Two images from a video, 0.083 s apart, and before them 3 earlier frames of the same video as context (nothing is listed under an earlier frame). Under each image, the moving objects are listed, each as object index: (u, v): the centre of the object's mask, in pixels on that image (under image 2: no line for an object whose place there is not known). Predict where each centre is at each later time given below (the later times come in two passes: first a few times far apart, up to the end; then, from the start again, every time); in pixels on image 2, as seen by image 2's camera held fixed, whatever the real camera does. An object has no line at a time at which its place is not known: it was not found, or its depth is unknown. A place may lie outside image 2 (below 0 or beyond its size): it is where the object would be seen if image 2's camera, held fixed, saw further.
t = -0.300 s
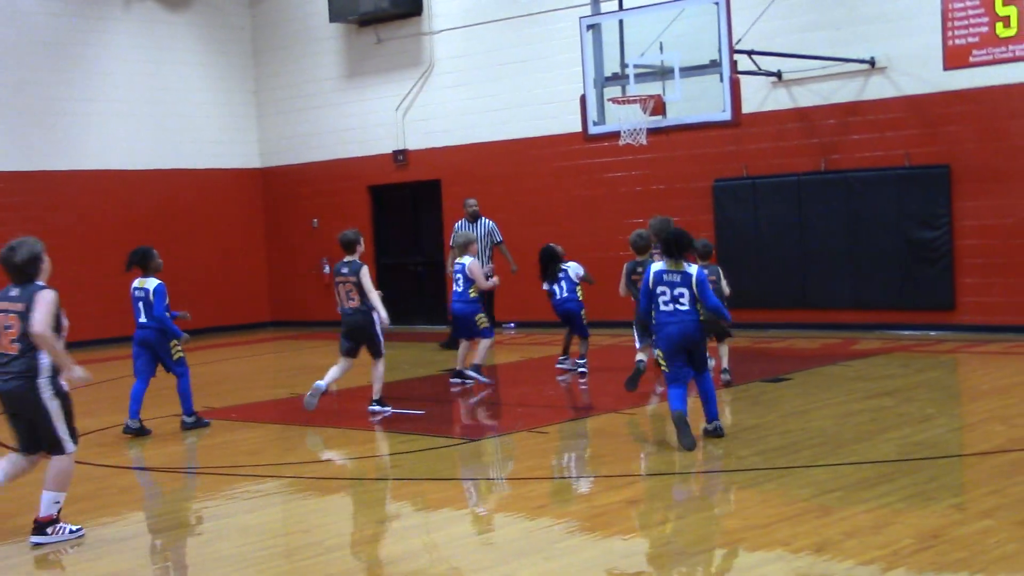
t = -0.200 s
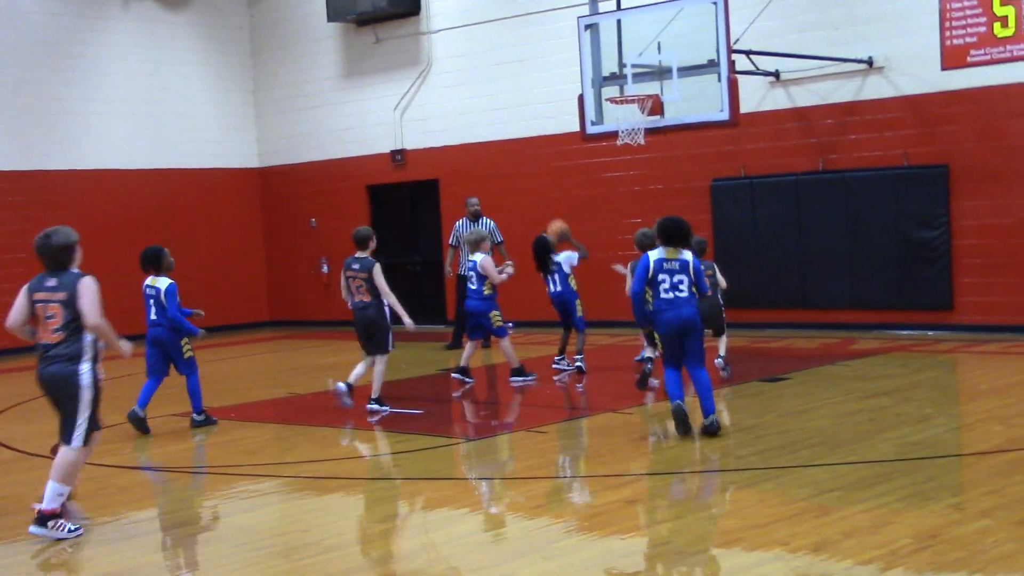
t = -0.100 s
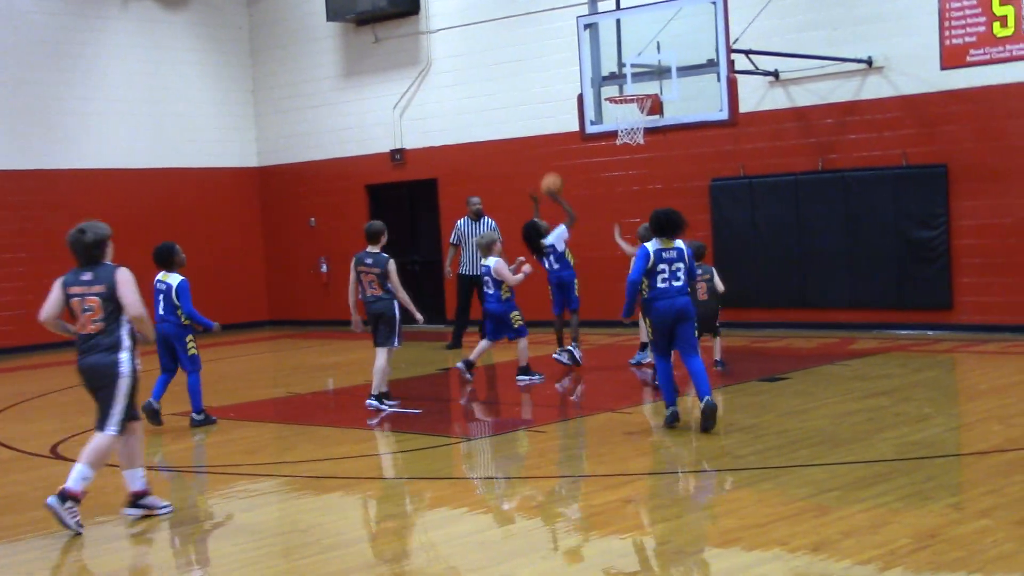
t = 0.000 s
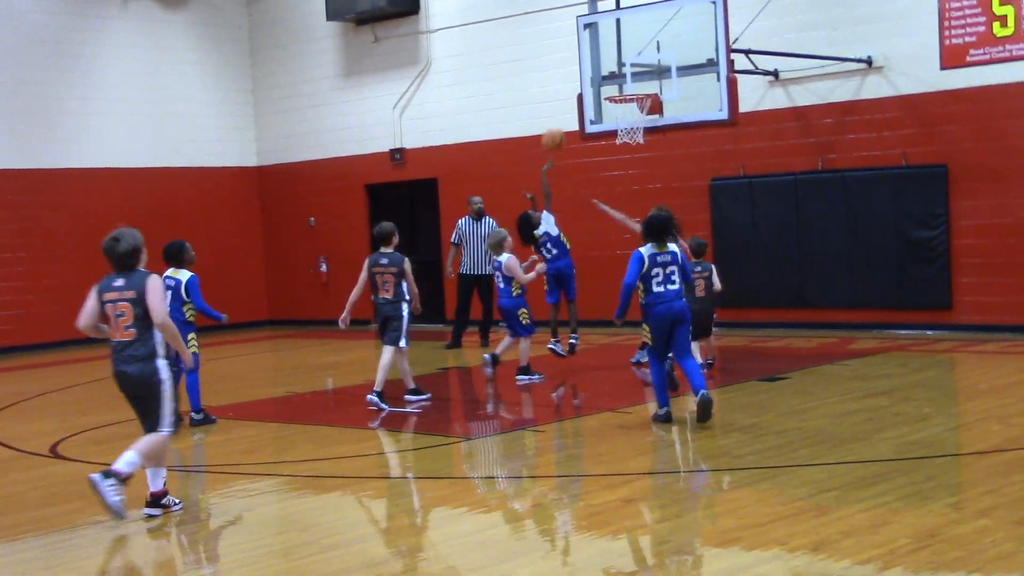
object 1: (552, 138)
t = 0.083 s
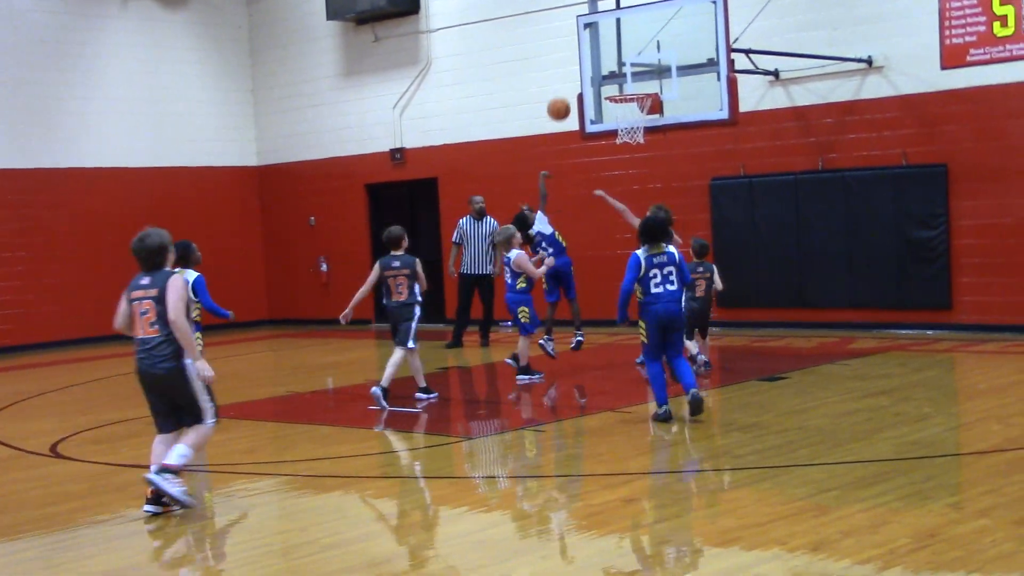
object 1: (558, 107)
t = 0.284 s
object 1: (571, 62)
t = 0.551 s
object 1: (593, 64)
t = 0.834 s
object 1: (595, 81)
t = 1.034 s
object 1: (586, 114)
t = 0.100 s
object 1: (559, 102)
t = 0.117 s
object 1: (559, 97)
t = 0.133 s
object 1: (560, 92)
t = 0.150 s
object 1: (562, 88)
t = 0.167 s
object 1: (563, 84)
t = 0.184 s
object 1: (564, 79)
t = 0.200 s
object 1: (564, 76)
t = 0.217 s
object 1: (566, 72)
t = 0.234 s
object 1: (567, 70)
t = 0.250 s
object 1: (569, 67)
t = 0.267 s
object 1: (570, 64)
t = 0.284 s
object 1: (571, 62)
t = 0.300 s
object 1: (573, 60)
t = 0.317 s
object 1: (574, 59)
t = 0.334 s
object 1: (575, 57)
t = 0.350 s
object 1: (576, 56)
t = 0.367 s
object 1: (578, 55)
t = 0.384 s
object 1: (579, 54)
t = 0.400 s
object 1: (581, 54)
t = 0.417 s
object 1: (582, 54)
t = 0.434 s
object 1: (583, 54)
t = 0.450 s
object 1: (584, 55)
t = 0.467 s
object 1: (586, 56)
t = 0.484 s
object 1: (588, 57)
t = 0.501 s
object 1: (589, 58)
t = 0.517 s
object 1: (590, 60)
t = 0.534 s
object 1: (591, 62)
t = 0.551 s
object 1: (593, 64)
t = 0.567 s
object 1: (595, 67)
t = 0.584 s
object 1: (597, 70)
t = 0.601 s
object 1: (598, 72)
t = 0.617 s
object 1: (599, 76)
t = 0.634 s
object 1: (601, 79)
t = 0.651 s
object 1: (602, 83)
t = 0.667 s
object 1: (602, 84)
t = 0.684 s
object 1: (601, 82)
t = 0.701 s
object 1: (600, 81)
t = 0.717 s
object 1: (600, 80)
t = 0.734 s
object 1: (599, 80)
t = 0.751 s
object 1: (598, 79)
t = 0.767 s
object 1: (598, 79)
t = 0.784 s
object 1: (597, 79)
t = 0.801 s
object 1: (596, 79)
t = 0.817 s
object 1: (595, 80)
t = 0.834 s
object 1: (595, 81)
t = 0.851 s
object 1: (594, 83)
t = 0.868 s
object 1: (593, 84)
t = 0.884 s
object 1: (592, 85)
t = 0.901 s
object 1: (592, 87)
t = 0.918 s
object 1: (591, 90)
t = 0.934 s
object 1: (590, 93)
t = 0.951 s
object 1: (590, 95)
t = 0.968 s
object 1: (588, 98)
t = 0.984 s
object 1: (588, 102)
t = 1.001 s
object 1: (587, 106)
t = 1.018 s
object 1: (587, 110)
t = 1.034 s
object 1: (586, 114)
